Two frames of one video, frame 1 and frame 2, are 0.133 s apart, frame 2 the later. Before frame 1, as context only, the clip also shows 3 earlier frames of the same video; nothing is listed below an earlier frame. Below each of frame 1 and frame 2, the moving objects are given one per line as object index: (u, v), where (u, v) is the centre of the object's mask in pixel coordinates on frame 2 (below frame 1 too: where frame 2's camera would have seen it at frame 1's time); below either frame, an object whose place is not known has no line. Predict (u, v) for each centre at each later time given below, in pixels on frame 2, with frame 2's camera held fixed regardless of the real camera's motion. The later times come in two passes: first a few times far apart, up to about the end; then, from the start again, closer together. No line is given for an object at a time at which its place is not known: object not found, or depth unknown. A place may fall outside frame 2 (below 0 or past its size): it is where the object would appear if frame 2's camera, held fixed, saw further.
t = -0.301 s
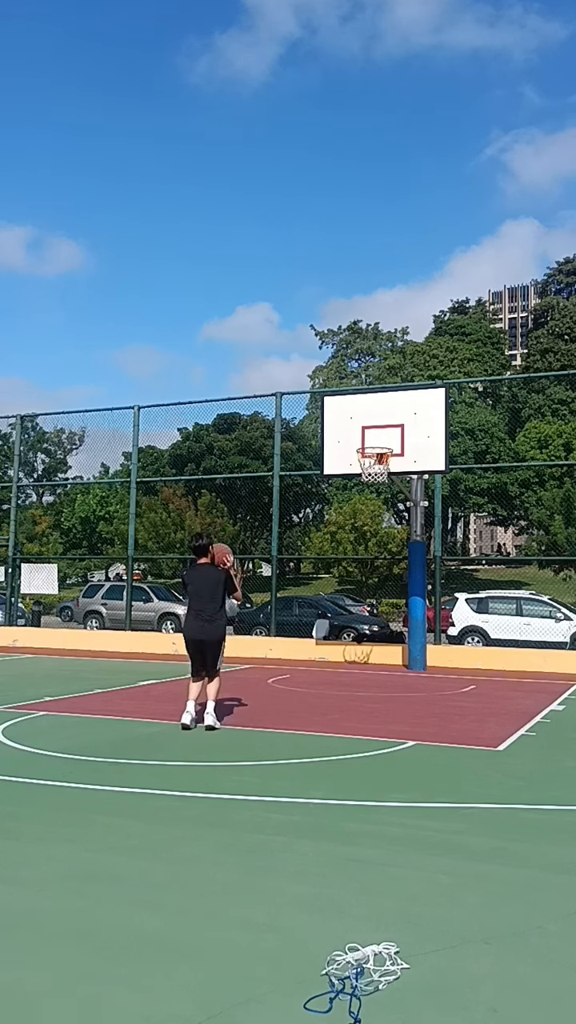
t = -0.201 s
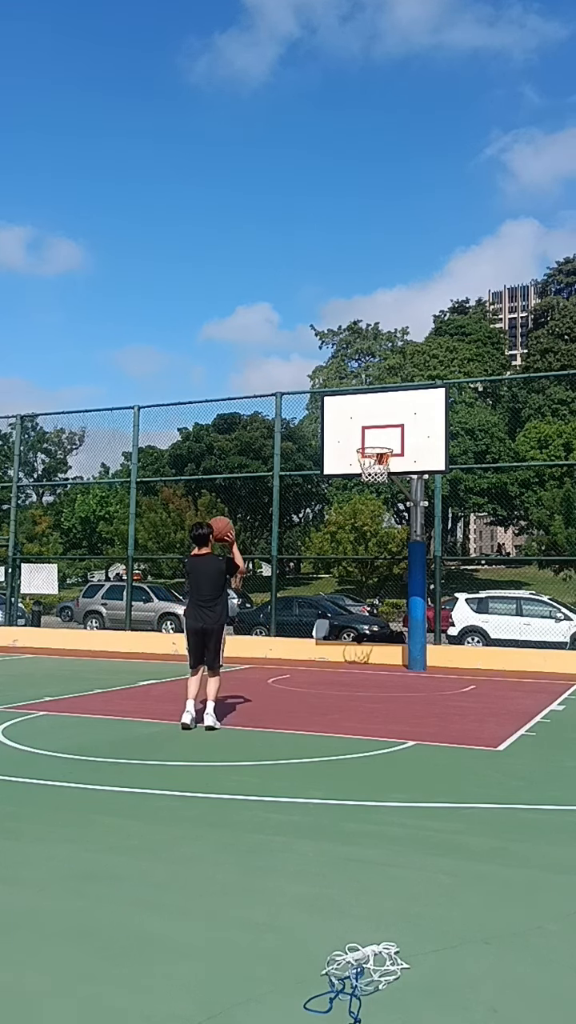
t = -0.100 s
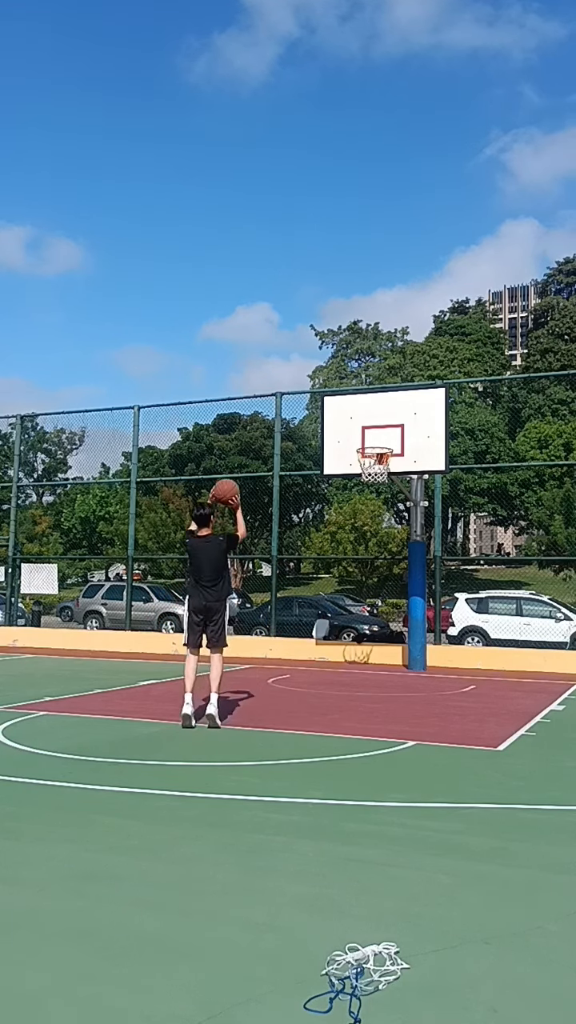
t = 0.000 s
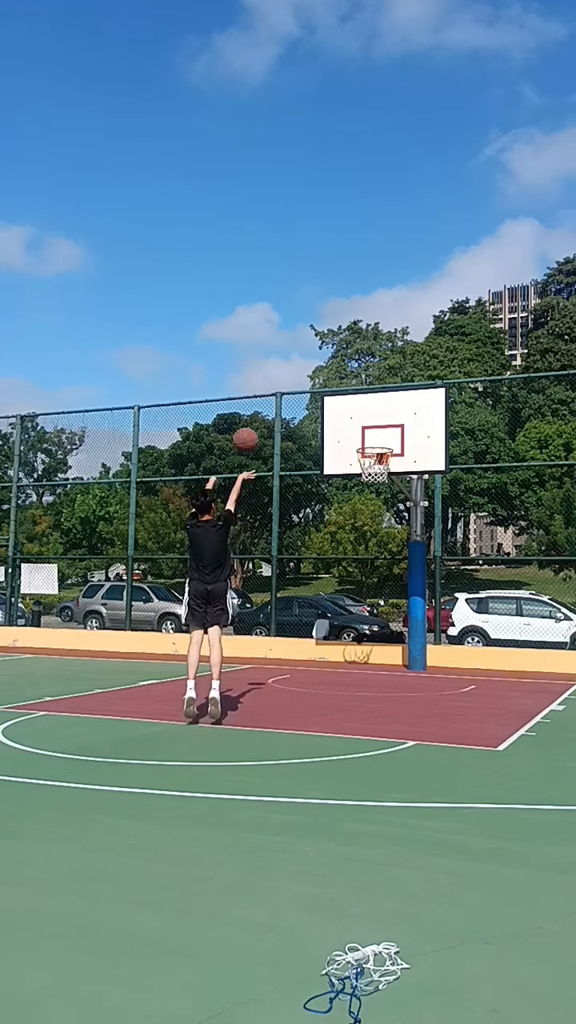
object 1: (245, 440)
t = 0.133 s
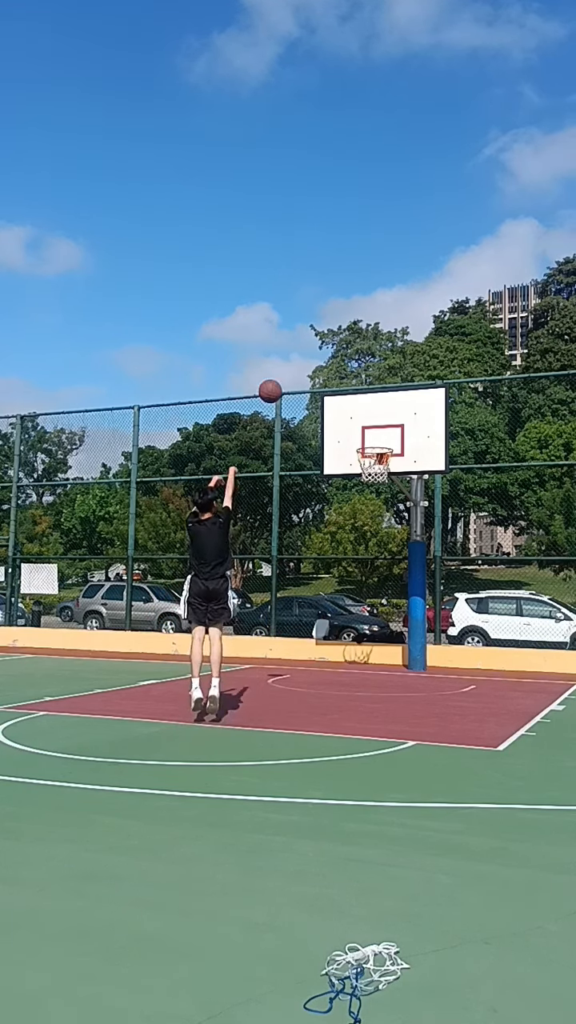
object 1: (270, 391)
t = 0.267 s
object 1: (292, 364)
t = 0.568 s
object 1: (330, 364)
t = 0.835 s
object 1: (357, 418)
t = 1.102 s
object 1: (381, 463)
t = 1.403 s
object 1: (378, 465)
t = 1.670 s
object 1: (363, 500)
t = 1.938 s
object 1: (348, 576)
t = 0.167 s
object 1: (276, 382)
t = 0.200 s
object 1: (281, 375)
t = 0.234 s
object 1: (287, 369)
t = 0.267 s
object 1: (292, 364)
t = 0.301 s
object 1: (296, 360)
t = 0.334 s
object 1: (301, 357)
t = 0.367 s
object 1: (306, 356)
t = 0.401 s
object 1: (310, 355)
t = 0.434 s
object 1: (314, 355)
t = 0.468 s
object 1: (318, 356)
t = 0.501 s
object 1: (322, 358)
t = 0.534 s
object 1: (326, 360)
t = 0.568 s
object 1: (330, 364)
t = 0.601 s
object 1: (334, 368)
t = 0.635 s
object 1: (337, 373)
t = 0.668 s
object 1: (341, 379)
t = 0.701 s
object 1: (344, 385)
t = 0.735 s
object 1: (348, 392)
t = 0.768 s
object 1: (351, 400)
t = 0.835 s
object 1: (357, 418)
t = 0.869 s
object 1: (361, 428)
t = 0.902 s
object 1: (364, 438)
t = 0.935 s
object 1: (367, 448)
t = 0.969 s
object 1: (371, 456)
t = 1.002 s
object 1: (373, 460)
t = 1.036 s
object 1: (376, 462)
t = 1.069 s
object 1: (378, 462)
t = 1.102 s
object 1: (381, 463)
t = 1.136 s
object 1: (382, 463)
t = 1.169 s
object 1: (382, 463)
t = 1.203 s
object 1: (381, 463)
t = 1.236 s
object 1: (381, 462)
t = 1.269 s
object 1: (384, 464)
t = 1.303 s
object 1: (384, 465)
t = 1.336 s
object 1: (379, 466)
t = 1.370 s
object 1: (379, 464)
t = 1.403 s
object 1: (378, 465)
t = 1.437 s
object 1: (381, 467)
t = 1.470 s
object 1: (375, 483)
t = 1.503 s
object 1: (372, 483)
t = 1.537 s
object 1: (371, 484)
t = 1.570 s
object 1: (369, 486)
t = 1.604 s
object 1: (367, 489)
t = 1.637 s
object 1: (365, 494)
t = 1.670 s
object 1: (363, 500)
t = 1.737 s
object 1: (359, 514)
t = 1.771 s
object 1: (357, 522)
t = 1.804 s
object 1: (355, 530)
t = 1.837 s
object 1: (353, 541)
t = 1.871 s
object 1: (351, 551)
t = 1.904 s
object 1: (349, 563)
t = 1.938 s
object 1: (348, 576)
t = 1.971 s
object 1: (346, 588)
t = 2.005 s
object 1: (344, 603)
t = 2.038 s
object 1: (342, 618)
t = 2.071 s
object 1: (340, 634)
